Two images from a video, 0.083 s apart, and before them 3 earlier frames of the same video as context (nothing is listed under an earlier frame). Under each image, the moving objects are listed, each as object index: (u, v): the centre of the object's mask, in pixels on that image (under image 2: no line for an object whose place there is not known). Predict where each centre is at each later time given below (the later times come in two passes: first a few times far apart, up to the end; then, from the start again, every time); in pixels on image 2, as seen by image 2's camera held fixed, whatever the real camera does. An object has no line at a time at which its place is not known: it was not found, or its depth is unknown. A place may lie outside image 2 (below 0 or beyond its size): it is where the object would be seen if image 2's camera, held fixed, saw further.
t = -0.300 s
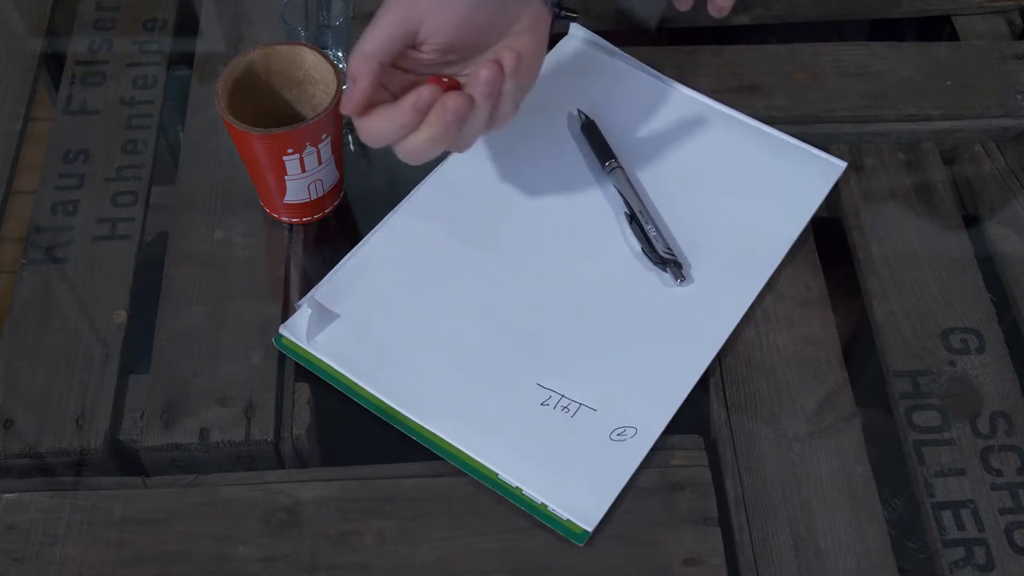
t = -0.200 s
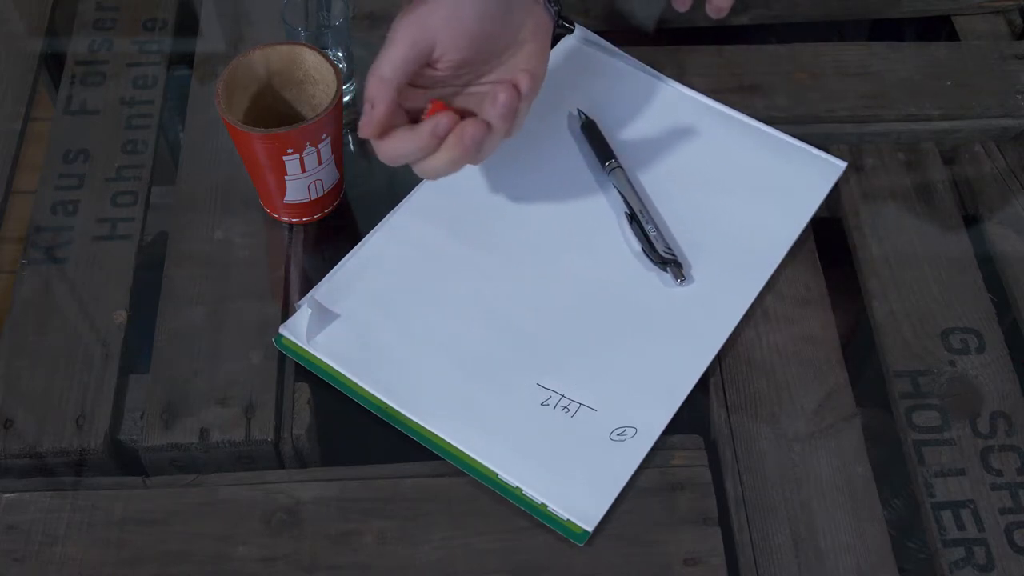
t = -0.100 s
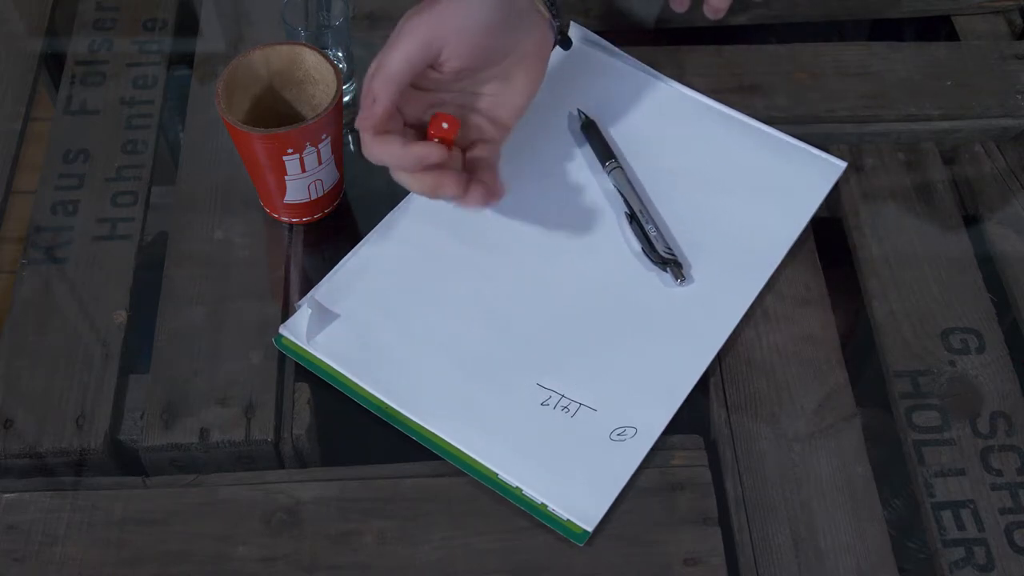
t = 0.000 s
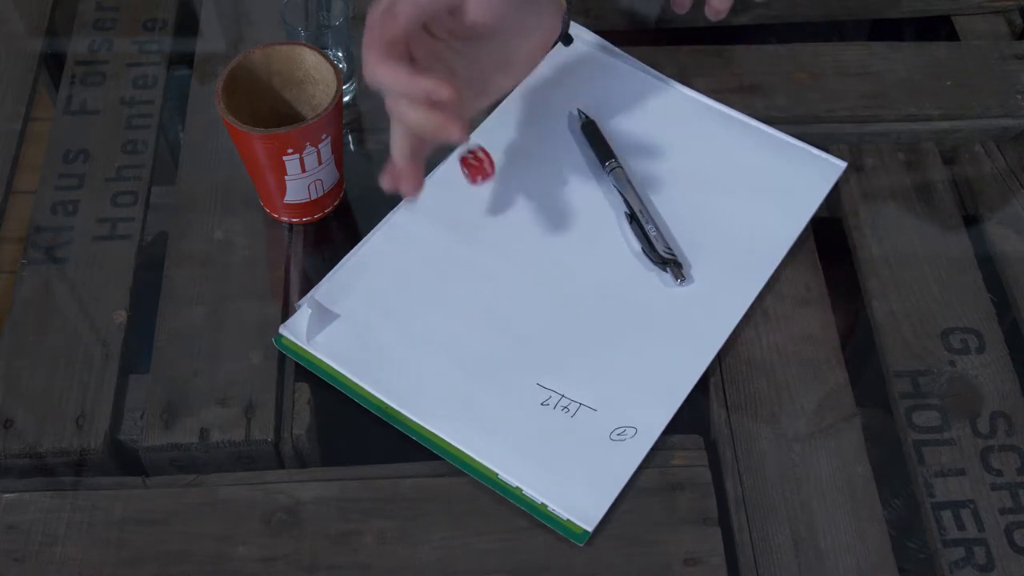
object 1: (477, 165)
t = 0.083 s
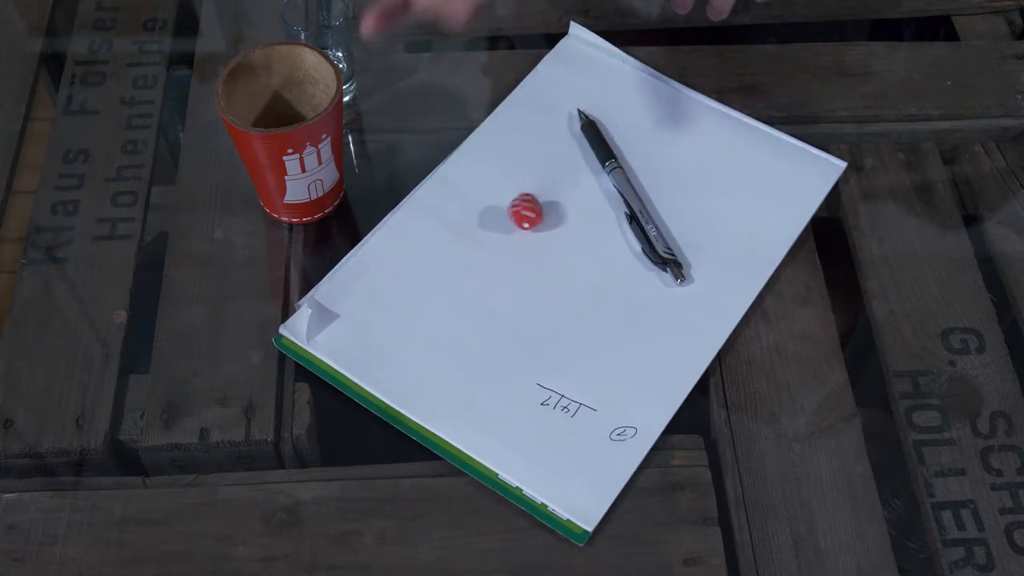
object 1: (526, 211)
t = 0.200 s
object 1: (618, 219)
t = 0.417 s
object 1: (621, 238)
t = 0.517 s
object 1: (621, 238)
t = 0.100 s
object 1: (540, 215)
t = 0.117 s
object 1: (553, 219)
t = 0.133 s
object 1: (566, 214)
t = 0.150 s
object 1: (580, 214)
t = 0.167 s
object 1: (594, 216)
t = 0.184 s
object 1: (609, 220)
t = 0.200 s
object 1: (618, 219)
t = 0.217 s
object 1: (625, 217)
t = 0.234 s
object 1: (628, 217)
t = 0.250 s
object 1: (631, 219)
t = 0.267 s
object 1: (632, 221)
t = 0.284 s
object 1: (630, 224)
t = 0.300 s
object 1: (627, 228)
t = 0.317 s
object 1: (625, 229)
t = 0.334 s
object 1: (623, 232)
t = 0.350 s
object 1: (622, 235)
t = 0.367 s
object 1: (621, 237)
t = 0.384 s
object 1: (621, 238)
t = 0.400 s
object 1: (621, 238)
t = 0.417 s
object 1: (621, 238)
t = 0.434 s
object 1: (621, 238)
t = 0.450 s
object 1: (621, 238)
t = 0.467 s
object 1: (621, 238)
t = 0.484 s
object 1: (621, 238)
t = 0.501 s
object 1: (621, 238)
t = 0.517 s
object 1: (621, 238)
